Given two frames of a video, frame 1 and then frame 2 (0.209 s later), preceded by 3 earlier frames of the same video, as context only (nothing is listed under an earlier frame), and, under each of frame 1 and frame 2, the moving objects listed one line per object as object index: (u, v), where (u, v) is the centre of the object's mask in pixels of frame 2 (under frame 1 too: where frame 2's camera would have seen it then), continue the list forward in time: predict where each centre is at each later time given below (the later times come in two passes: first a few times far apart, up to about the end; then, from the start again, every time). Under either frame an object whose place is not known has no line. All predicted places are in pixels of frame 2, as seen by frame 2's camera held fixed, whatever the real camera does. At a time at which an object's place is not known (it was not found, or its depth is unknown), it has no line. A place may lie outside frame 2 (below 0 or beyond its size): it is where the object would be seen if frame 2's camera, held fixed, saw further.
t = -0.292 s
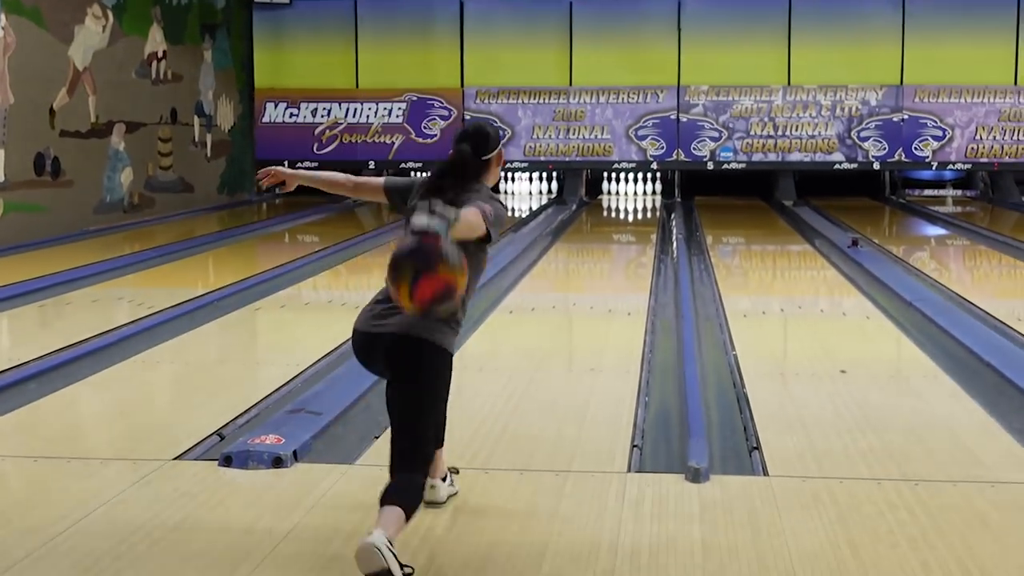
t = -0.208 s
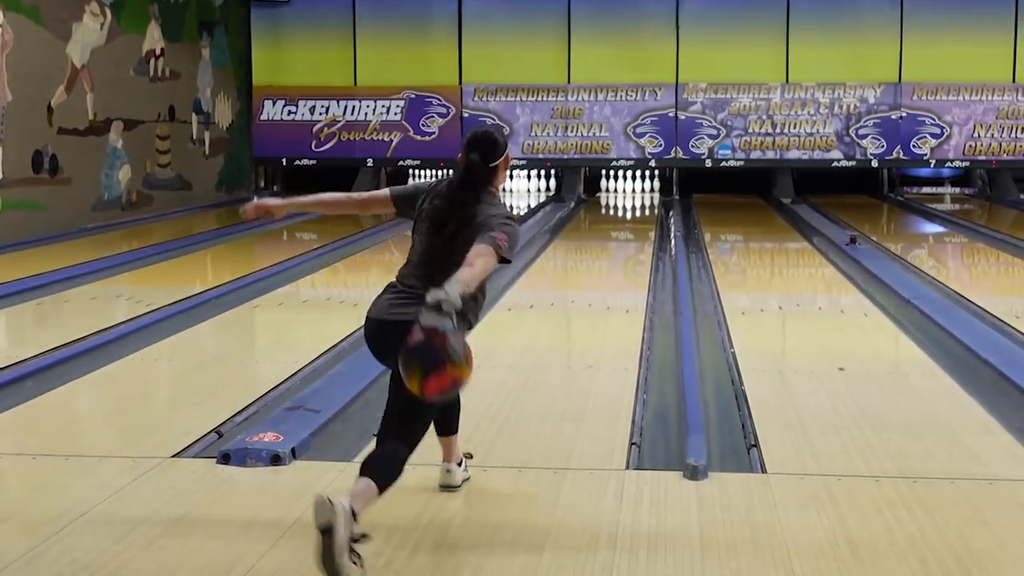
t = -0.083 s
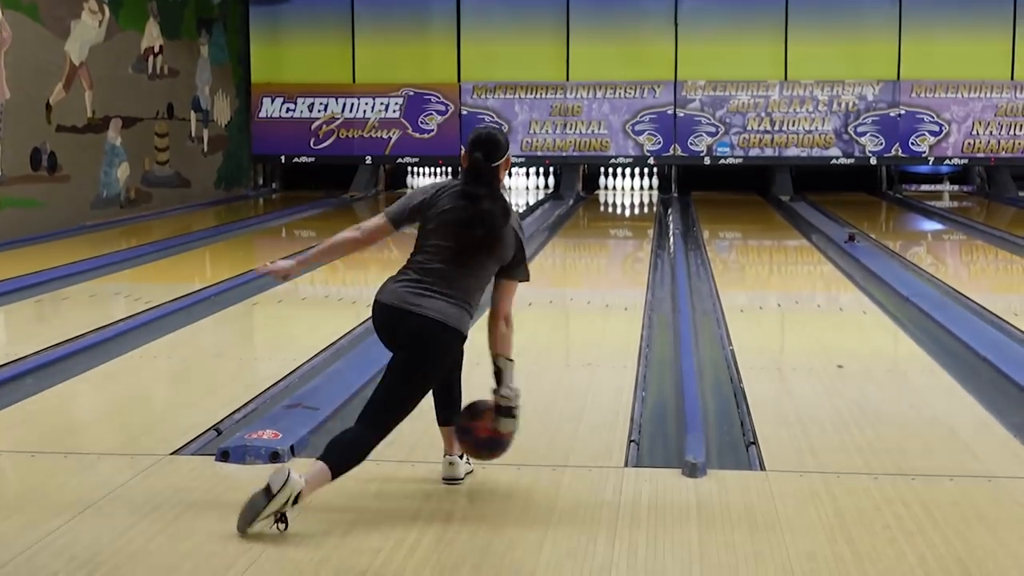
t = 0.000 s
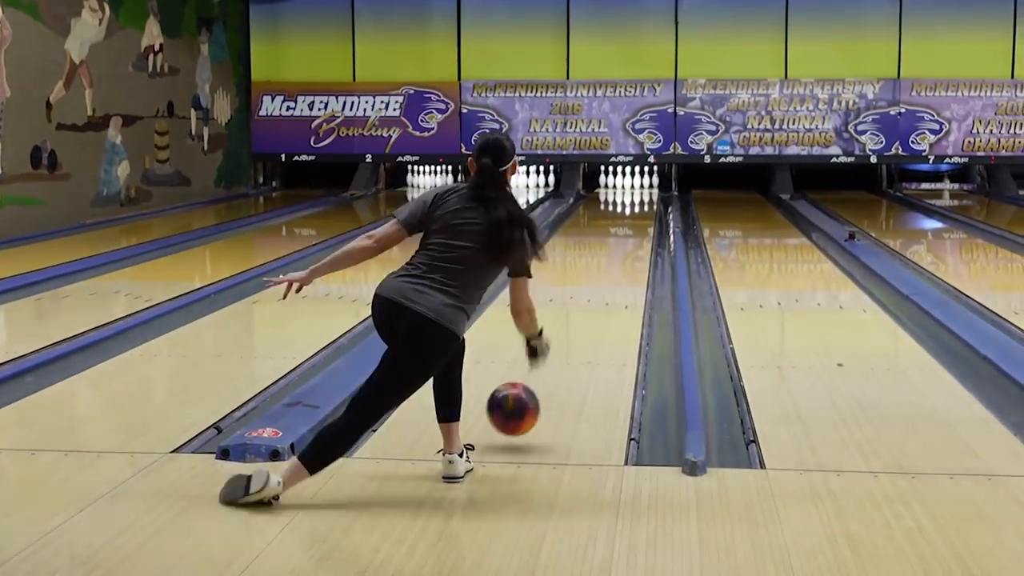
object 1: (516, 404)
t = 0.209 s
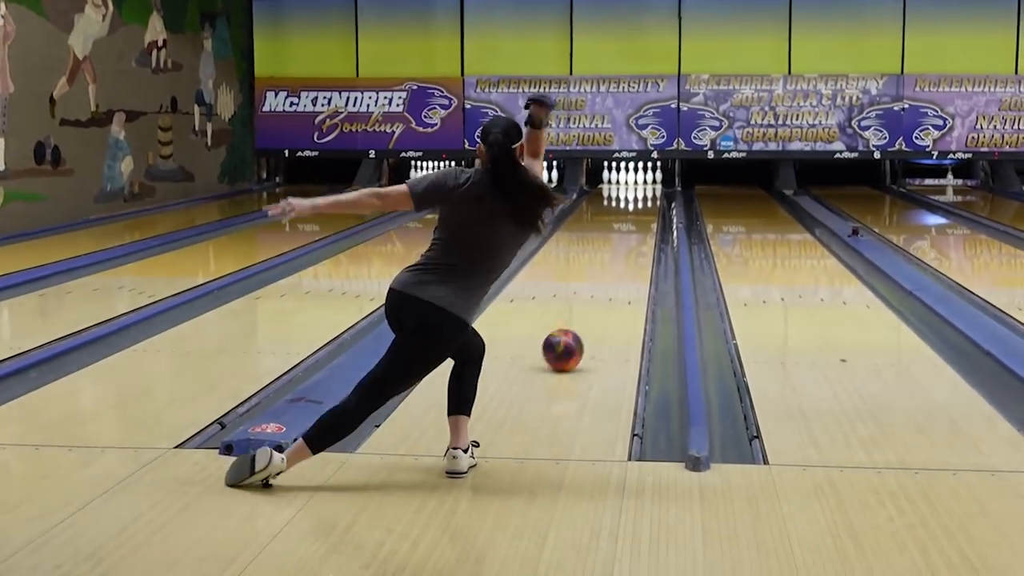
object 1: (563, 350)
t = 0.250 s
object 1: (569, 339)
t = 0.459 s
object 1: (601, 292)
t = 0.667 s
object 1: (618, 265)
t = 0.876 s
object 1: (630, 245)
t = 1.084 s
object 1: (640, 231)
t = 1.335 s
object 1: (648, 214)
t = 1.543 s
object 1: (652, 204)
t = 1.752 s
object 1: (653, 197)
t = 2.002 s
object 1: (651, 191)
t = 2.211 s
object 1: (646, 186)
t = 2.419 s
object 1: (639, 181)
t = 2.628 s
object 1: (640, 178)
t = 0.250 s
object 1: (569, 339)
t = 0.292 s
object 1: (576, 330)
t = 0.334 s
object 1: (582, 321)
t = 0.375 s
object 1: (592, 305)
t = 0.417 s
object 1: (596, 298)
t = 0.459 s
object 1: (601, 292)
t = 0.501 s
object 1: (605, 286)
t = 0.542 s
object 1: (608, 280)
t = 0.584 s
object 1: (612, 275)
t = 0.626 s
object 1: (615, 270)
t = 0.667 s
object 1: (618, 265)
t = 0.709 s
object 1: (621, 261)
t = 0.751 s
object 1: (624, 257)
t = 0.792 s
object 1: (626, 253)
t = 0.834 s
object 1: (628, 249)
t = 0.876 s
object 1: (630, 245)
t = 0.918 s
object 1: (633, 242)
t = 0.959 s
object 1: (634, 239)
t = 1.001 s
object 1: (636, 236)
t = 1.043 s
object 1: (638, 233)
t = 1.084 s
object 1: (640, 231)
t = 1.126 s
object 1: (641, 228)
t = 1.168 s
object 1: (643, 224)
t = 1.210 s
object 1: (644, 223)
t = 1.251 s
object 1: (645, 221)
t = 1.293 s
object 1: (646, 219)
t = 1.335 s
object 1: (648, 214)
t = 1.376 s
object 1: (649, 212)
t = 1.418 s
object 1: (650, 209)
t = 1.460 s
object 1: (651, 208)
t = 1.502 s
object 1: (652, 206)
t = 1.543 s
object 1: (652, 204)
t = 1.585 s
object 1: (652, 203)
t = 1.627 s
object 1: (652, 201)
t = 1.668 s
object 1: (653, 201)
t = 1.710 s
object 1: (653, 199)
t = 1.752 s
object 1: (653, 197)
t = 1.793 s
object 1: (653, 197)
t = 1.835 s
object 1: (652, 196)
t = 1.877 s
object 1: (652, 194)
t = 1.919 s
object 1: (652, 192)
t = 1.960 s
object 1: (652, 192)
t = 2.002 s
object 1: (651, 191)
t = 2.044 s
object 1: (650, 190)
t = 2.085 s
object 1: (649, 189)
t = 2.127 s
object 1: (649, 188)
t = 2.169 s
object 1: (647, 186)
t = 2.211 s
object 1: (646, 186)
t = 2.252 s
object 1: (644, 185)
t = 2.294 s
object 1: (643, 184)
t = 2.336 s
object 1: (641, 182)
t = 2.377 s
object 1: (640, 182)
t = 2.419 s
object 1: (639, 181)
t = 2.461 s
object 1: (638, 180)
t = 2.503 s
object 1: (639, 179)
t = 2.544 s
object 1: (639, 179)
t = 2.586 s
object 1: (639, 179)
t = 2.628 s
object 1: (640, 178)
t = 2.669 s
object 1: (642, 177)
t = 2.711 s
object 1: (642, 176)
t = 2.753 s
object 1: (643, 176)
